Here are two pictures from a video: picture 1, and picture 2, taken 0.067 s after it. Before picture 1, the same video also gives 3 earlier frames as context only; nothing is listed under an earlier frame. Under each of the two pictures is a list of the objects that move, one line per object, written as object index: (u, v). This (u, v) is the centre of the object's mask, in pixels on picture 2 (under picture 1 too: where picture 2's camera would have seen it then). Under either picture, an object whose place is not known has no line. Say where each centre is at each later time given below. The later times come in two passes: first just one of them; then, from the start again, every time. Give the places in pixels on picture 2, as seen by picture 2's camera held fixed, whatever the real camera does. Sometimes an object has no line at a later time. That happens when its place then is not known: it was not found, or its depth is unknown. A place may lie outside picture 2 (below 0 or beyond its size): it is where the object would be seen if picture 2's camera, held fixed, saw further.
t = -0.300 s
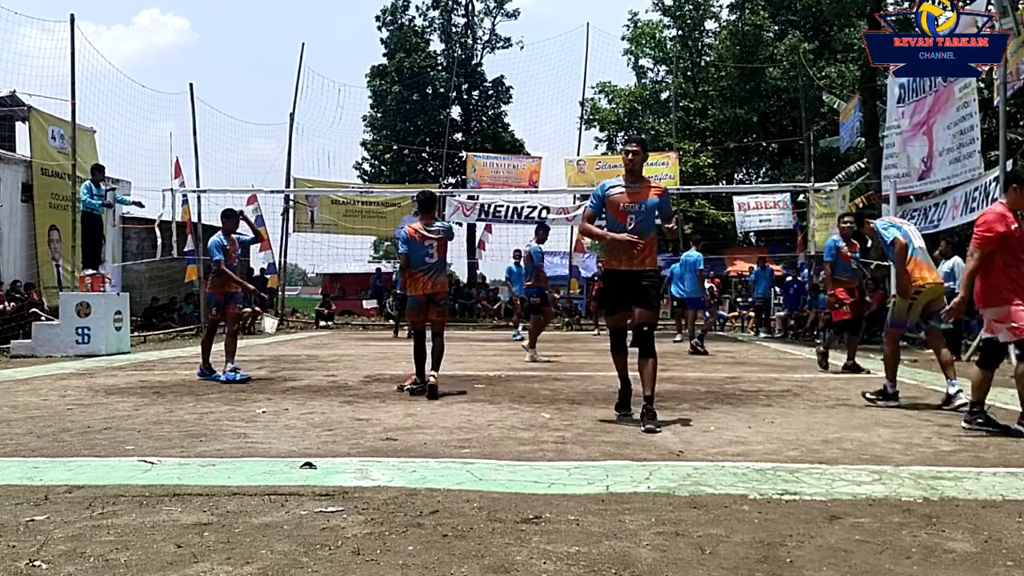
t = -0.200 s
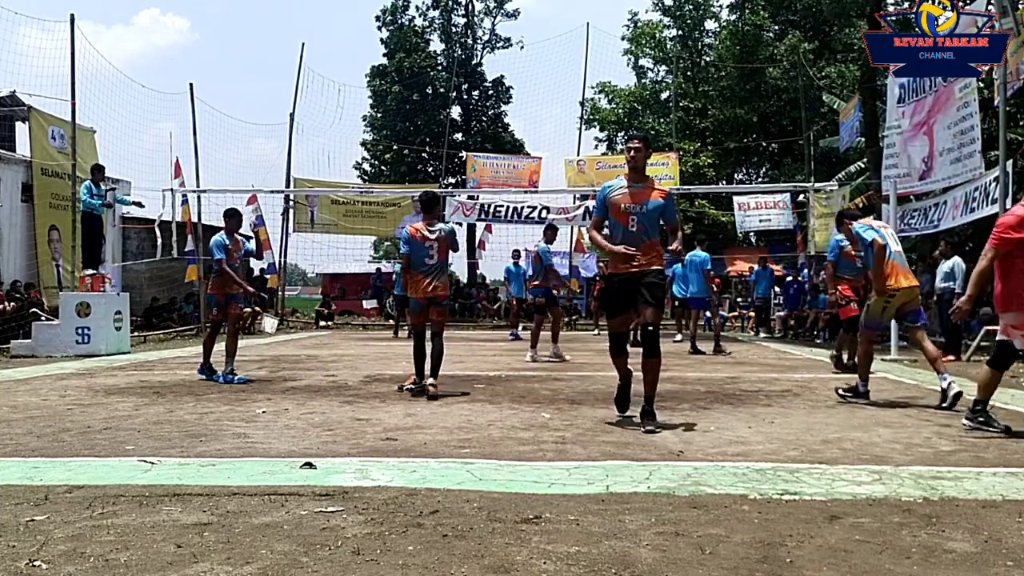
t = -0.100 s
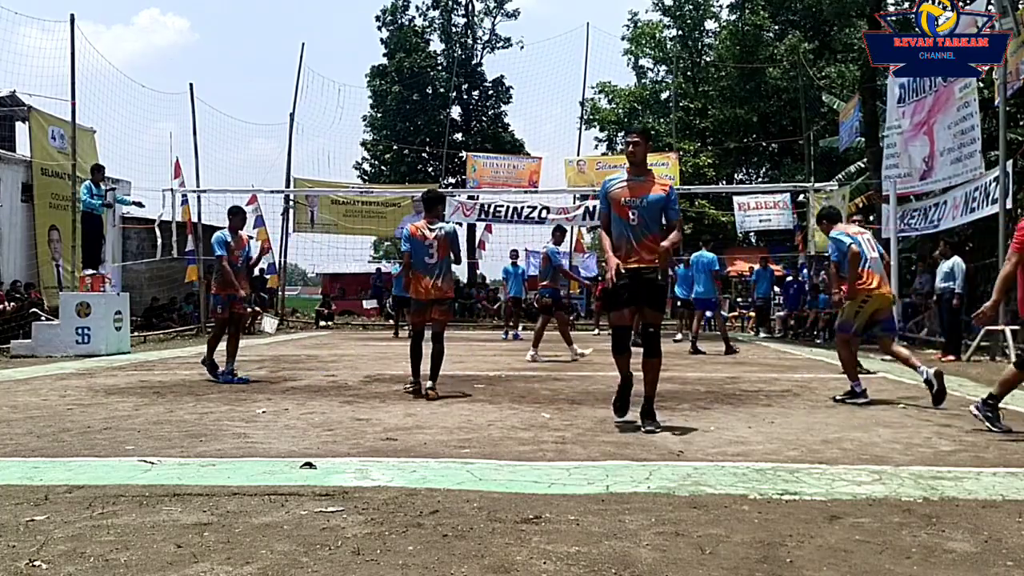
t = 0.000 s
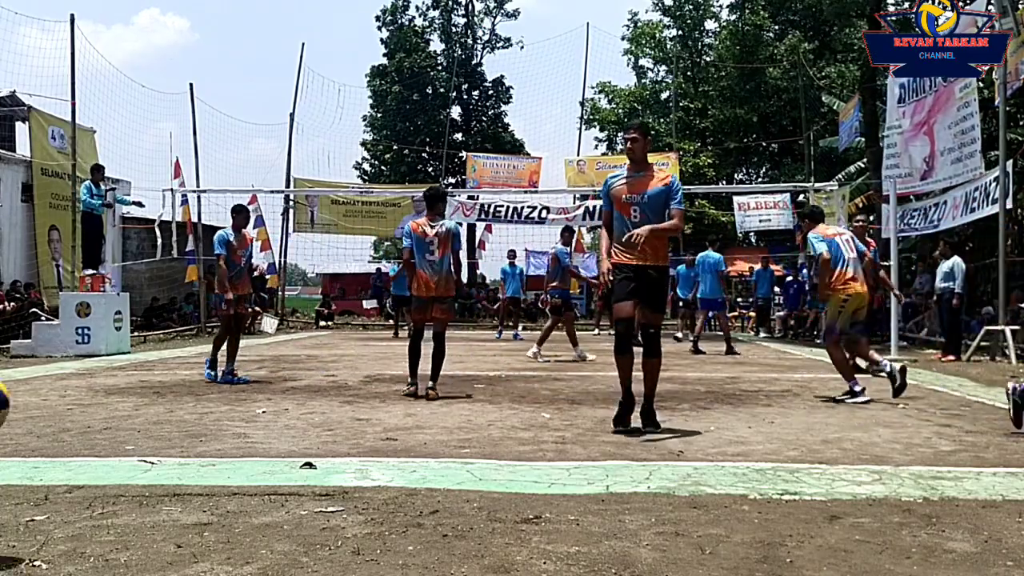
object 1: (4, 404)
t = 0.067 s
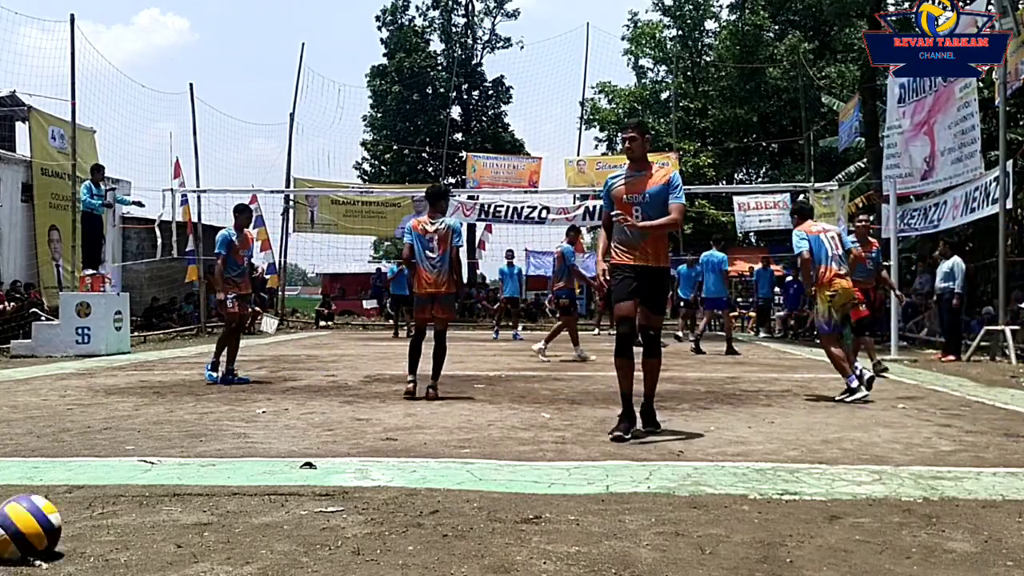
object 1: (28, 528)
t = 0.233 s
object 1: (144, 313)
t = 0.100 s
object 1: (50, 486)
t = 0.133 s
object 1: (74, 436)
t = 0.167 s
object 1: (98, 390)
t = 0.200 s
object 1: (122, 349)
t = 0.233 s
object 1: (144, 313)
